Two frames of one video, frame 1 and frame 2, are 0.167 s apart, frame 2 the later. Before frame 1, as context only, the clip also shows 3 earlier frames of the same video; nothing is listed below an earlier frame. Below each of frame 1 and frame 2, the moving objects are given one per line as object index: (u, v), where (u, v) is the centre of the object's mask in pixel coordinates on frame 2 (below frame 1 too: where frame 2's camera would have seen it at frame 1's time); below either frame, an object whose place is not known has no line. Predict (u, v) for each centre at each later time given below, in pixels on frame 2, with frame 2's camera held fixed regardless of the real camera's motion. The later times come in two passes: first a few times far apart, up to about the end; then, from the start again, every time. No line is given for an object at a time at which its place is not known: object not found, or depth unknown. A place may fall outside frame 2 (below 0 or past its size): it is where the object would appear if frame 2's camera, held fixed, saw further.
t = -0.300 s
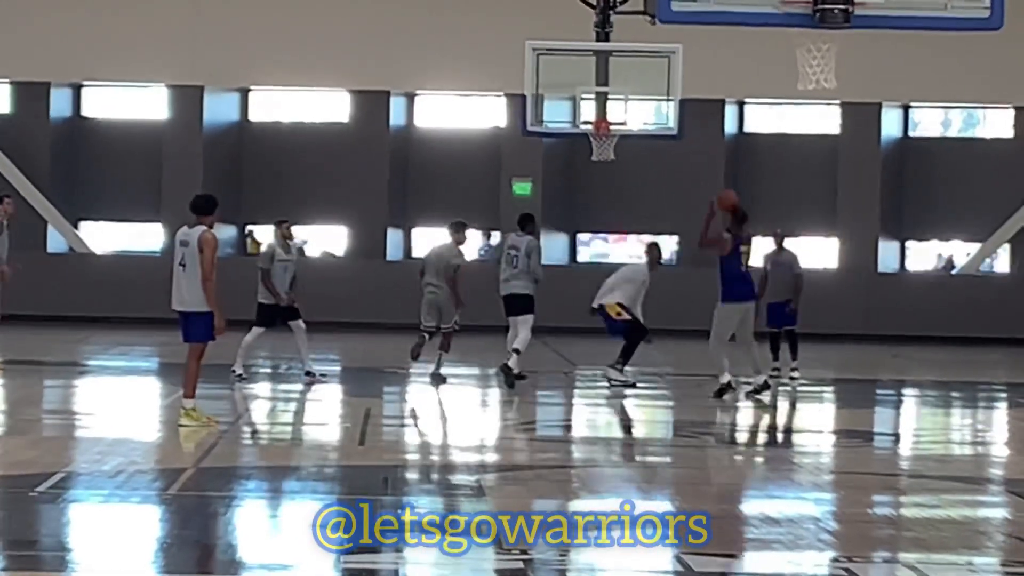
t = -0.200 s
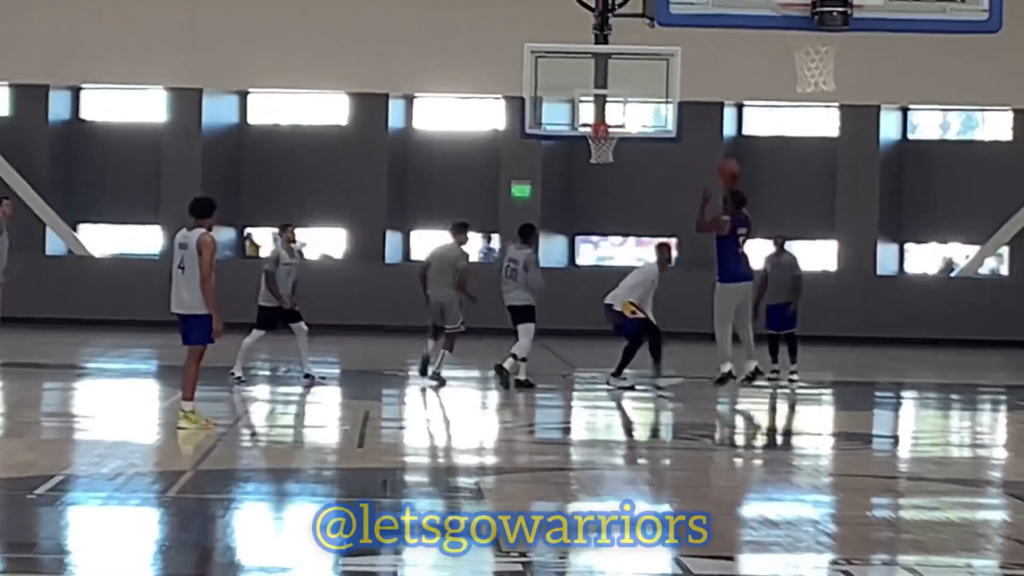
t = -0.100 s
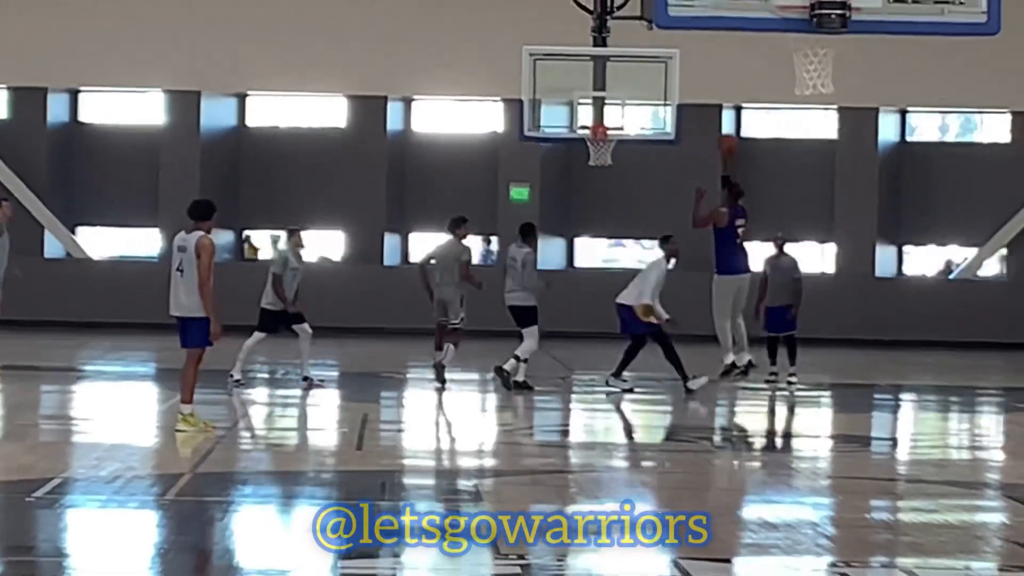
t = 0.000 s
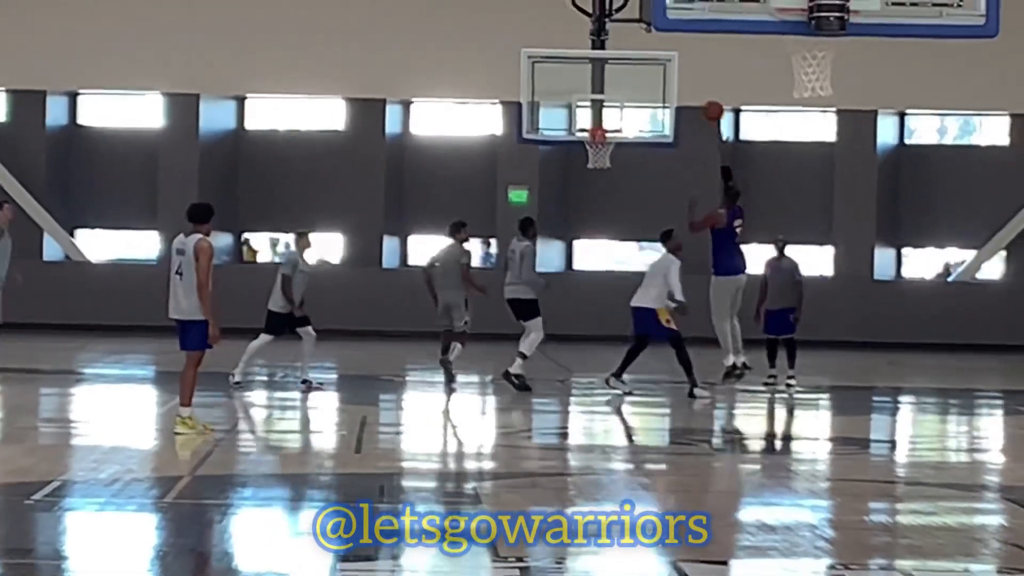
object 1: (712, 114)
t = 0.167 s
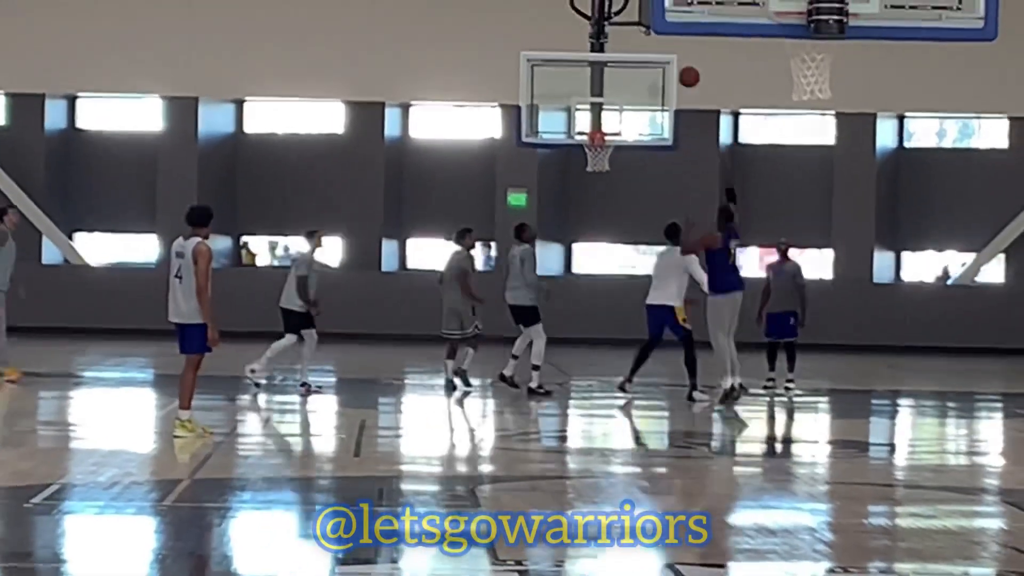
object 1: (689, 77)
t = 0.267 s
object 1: (675, 67)
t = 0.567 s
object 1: (635, 87)
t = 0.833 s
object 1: (629, 105)
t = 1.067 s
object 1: (656, 100)
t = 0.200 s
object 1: (684, 72)
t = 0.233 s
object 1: (680, 69)
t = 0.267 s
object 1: (675, 67)
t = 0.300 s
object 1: (671, 65)
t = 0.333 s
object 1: (666, 64)
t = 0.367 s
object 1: (661, 65)
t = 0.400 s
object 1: (657, 66)
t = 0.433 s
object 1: (653, 69)
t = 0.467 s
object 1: (649, 72)
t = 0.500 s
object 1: (644, 77)
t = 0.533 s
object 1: (640, 81)
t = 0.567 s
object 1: (635, 87)
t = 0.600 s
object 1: (630, 94)
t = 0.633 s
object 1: (626, 101)
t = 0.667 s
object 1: (621, 109)
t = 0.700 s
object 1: (617, 119)
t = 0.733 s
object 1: (617, 122)
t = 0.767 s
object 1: (621, 115)
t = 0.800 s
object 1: (625, 109)
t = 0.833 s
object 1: (629, 105)
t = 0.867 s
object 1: (633, 101)
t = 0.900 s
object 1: (637, 99)
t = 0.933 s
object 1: (641, 97)
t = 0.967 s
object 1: (645, 97)
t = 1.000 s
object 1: (648, 96)
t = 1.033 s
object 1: (652, 97)
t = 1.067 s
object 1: (656, 100)
